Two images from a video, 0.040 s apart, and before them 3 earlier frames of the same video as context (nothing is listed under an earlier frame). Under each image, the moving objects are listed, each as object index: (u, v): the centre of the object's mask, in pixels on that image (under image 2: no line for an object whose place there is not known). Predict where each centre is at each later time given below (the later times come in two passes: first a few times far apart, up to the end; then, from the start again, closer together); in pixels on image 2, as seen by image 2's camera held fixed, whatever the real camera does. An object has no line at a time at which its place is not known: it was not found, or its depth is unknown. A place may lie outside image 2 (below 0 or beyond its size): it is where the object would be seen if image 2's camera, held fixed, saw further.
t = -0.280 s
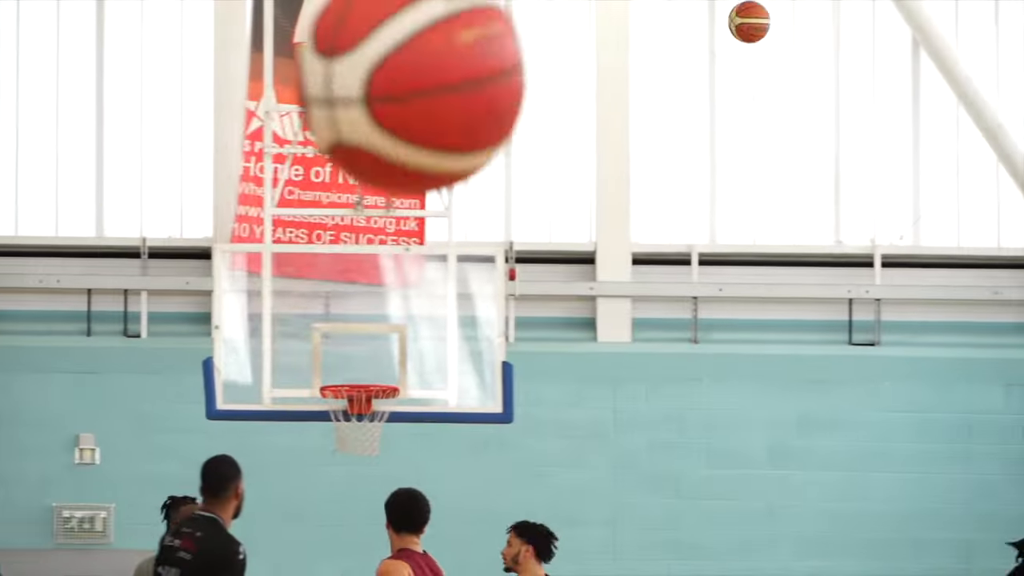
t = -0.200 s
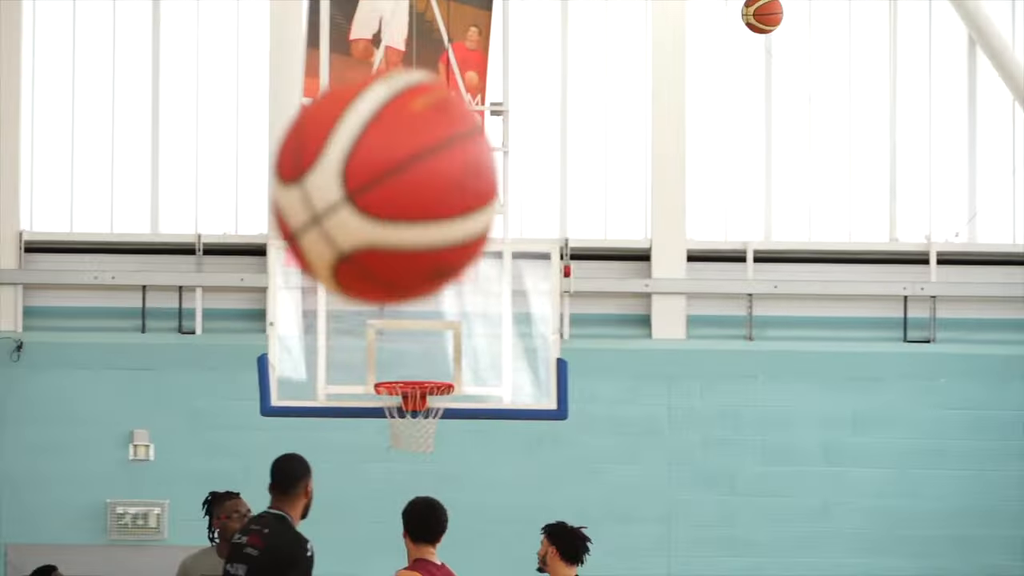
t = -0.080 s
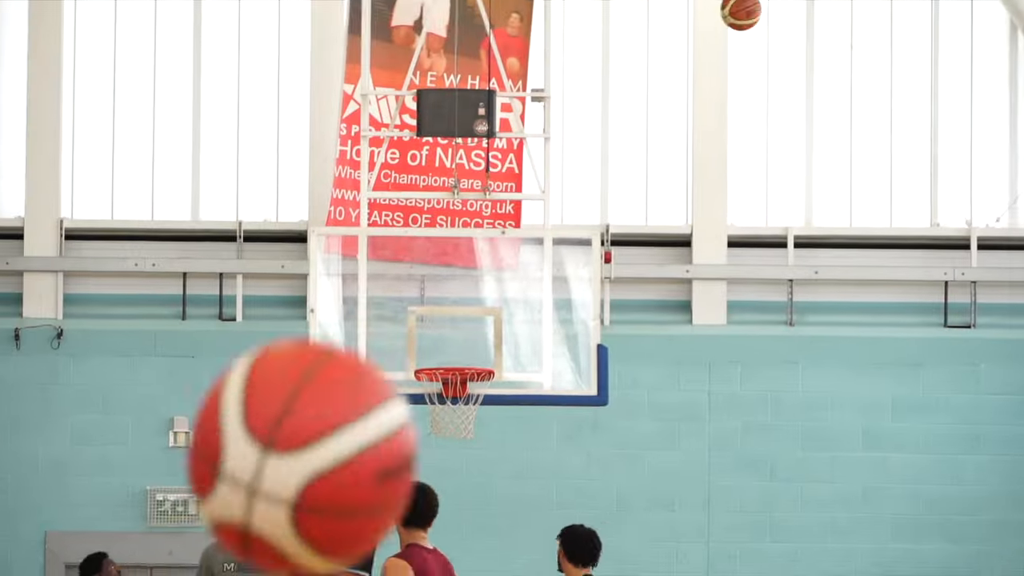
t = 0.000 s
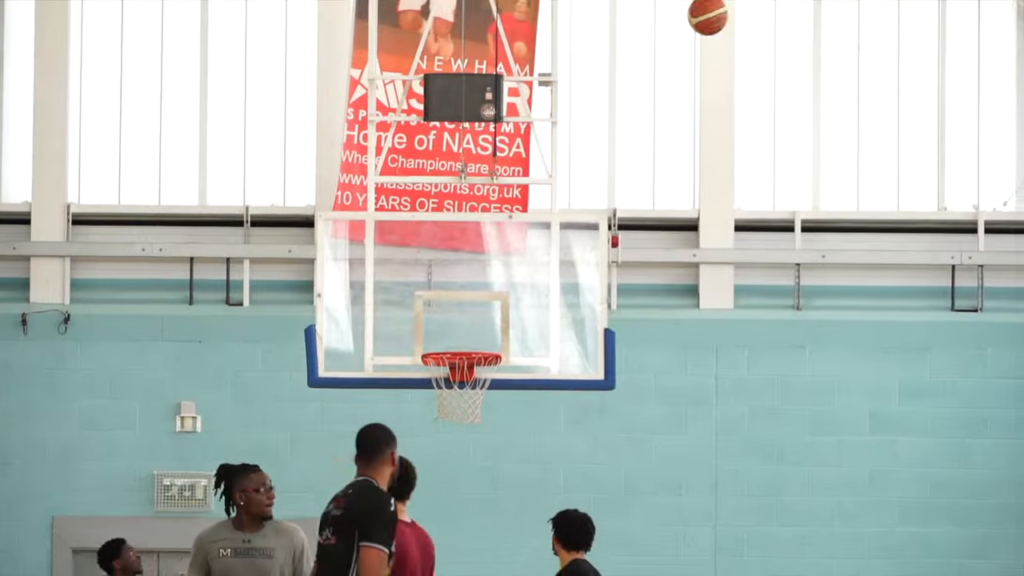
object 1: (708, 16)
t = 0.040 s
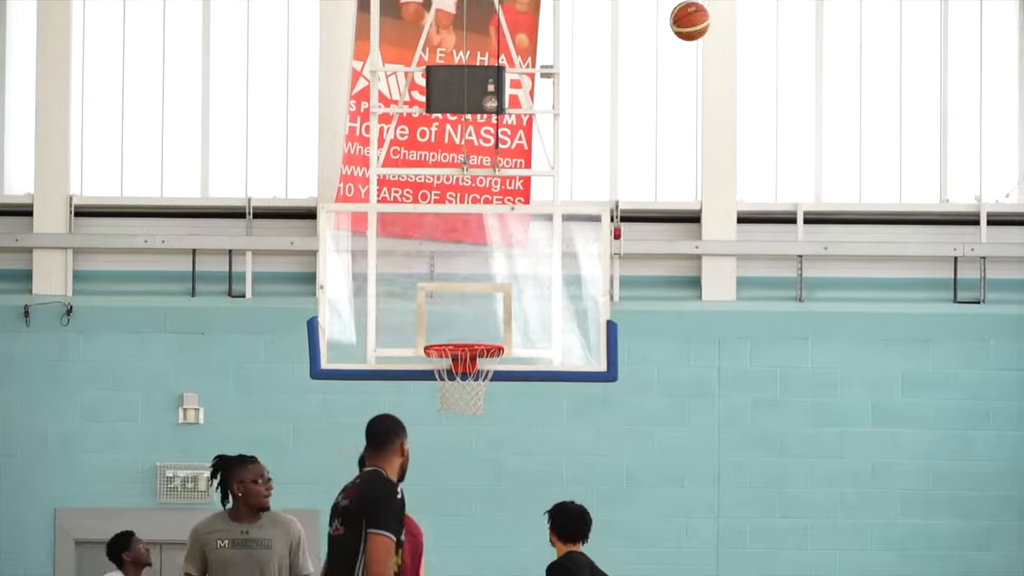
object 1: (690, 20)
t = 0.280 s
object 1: (573, 155)
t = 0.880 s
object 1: (483, 392)
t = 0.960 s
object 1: (494, 409)
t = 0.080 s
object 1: (669, 37)
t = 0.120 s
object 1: (650, 56)
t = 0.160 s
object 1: (630, 77)
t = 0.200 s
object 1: (611, 101)
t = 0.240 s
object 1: (592, 127)
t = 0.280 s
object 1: (573, 155)
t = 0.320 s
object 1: (555, 185)
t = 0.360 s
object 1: (537, 218)
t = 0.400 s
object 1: (519, 253)
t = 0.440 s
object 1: (501, 290)
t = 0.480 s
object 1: (483, 327)
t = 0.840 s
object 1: (476, 386)
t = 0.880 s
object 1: (483, 392)
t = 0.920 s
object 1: (489, 399)
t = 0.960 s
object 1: (494, 409)
